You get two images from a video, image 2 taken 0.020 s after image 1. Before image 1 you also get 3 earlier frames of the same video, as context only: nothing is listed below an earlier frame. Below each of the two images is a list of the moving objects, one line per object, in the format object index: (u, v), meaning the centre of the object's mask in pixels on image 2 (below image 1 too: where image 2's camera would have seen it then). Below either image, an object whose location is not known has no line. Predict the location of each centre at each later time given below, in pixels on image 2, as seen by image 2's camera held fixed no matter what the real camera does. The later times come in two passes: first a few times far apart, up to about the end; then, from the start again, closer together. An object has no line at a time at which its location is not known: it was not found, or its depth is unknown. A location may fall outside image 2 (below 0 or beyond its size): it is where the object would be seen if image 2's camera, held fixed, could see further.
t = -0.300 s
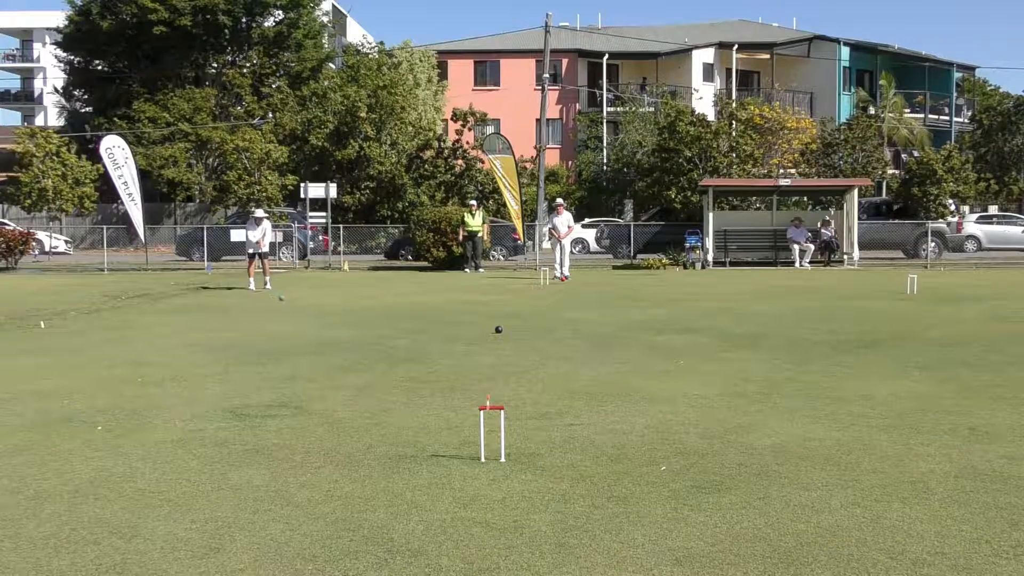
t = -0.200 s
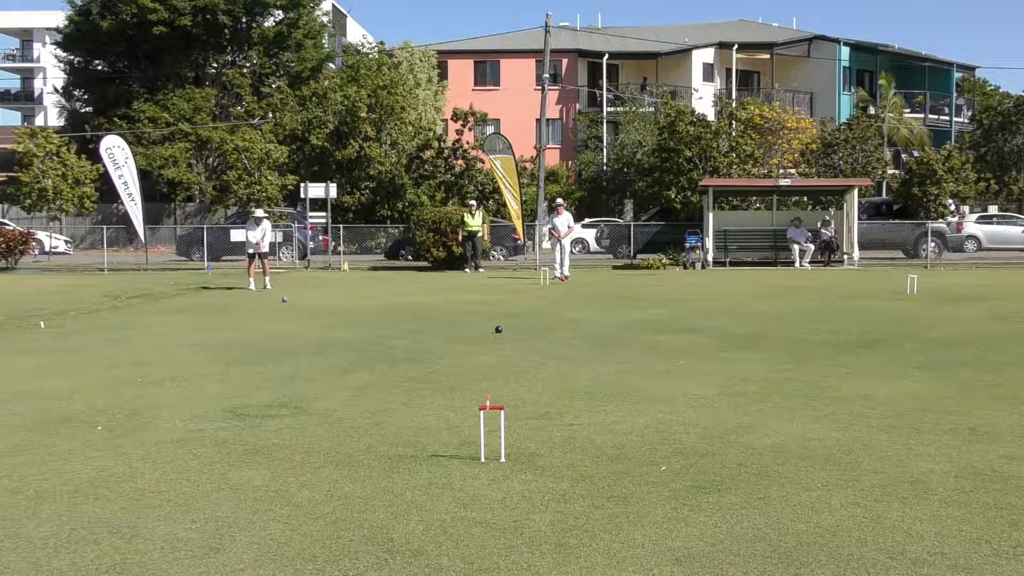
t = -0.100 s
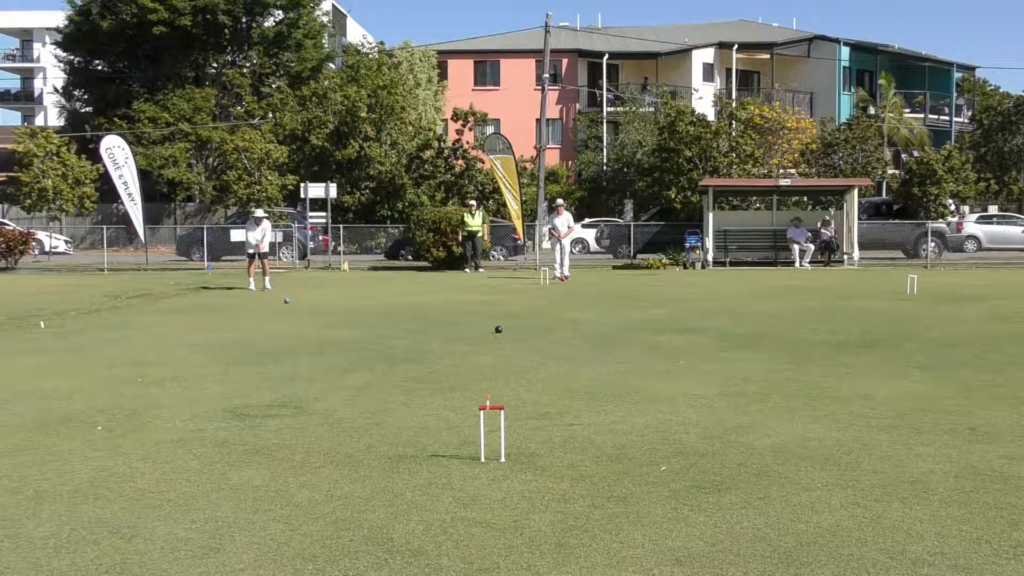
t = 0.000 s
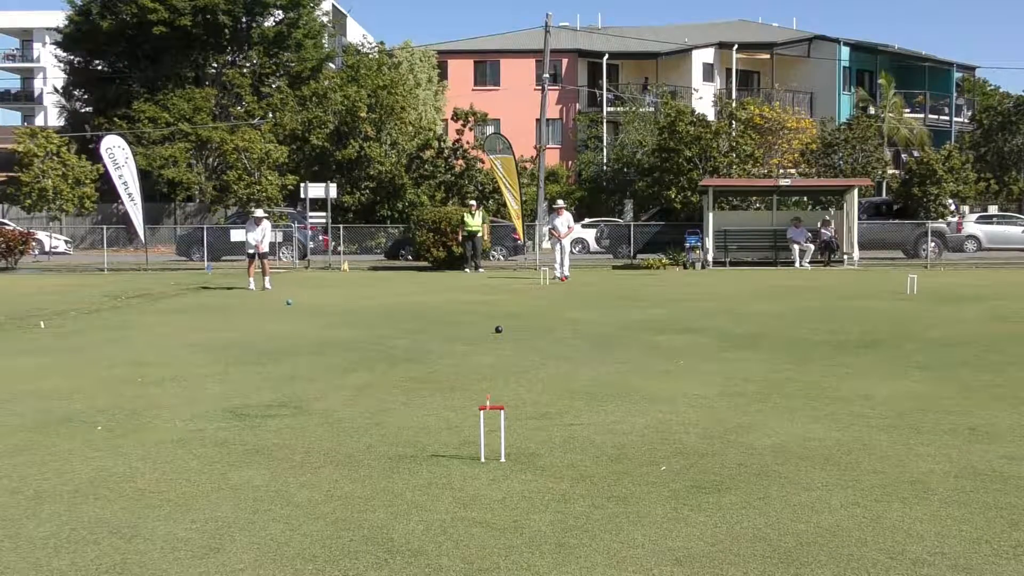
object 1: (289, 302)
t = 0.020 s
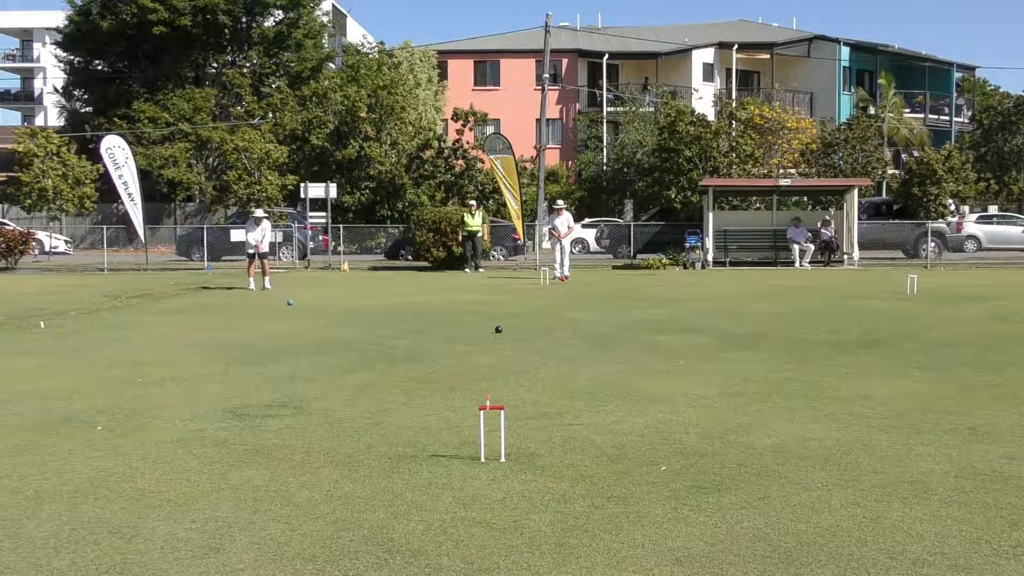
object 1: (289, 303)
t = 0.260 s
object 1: (296, 306)
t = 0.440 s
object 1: (300, 309)
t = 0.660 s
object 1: (304, 312)
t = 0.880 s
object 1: (308, 316)
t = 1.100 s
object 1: (313, 319)
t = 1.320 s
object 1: (318, 324)
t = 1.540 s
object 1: (322, 327)
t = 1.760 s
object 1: (327, 332)
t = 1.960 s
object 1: (331, 336)
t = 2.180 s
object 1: (336, 341)
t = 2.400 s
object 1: (342, 346)
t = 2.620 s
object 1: (347, 350)
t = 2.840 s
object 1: (353, 355)
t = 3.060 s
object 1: (357, 361)
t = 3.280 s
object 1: (361, 366)
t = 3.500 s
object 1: (363, 370)
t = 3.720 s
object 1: (367, 375)
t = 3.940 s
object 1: (371, 381)
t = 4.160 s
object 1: (376, 385)
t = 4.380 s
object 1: (380, 389)
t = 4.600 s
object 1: (383, 393)
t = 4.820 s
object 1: (386, 399)
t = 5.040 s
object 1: (389, 402)
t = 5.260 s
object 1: (390, 406)
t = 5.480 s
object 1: (391, 409)
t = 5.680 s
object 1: (391, 412)
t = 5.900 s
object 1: (391, 415)
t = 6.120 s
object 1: (391, 417)
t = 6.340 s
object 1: (391, 419)
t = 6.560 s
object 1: (391, 421)
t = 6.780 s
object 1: (390, 422)
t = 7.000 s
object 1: (390, 422)
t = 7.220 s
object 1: (389, 423)
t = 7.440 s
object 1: (389, 423)
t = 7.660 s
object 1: (389, 422)
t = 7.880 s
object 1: (389, 422)
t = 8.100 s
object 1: (389, 423)
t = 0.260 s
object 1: (296, 306)
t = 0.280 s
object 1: (297, 306)
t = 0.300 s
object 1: (297, 306)
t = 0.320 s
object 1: (297, 307)
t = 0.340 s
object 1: (298, 307)
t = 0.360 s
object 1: (298, 307)
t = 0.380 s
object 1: (298, 307)
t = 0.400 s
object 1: (299, 308)
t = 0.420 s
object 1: (299, 308)
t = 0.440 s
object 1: (300, 309)
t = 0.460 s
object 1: (300, 309)
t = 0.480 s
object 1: (300, 309)
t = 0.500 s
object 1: (301, 310)
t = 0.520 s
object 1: (301, 310)
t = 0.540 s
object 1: (302, 310)
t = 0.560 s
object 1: (302, 311)
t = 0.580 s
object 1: (302, 311)
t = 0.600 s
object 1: (303, 311)
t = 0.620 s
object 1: (303, 312)
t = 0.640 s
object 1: (304, 312)
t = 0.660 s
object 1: (304, 312)
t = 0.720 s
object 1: (305, 313)
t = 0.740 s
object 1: (306, 313)
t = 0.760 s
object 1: (306, 314)
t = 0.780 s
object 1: (307, 314)
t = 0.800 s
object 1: (307, 315)
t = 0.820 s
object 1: (307, 315)
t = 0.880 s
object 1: (308, 316)
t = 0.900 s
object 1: (309, 316)
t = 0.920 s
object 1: (309, 316)
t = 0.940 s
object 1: (309, 317)
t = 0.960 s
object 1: (310, 317)
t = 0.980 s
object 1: (311, 317)
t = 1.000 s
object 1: (311, 318)
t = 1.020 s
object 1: (311, 318)
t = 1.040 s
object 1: (311, 318)
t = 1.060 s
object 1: (312, 319)
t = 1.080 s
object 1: (312, 319)
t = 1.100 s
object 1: (313, 319)
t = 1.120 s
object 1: (313, 320)
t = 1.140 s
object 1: (313, 320)
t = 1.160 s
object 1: (314, 320)
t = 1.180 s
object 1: (314, 320)
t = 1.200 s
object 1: (315, 321)
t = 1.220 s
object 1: (315, 321)
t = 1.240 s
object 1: (316, 322)
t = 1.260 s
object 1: (316, 322)
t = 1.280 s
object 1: (317, 323)
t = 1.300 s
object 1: (318, 323)
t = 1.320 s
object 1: (318, 324)
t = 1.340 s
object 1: (318, 324)
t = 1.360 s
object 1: (319, 324)
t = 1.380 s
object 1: (319, 324)
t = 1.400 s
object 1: (320, 325)
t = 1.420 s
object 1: (320, 325)
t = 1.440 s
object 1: (320, 325)
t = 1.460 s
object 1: (321, 326)
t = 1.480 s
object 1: (321, 326)
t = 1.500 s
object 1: (322, 327)
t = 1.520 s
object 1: (322, 327)
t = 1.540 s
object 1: (322, 327)
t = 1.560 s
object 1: (323, 328)
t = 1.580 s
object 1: (323, 328)
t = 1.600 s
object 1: (324, 329)
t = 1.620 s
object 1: (324, 329)
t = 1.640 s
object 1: (325, 329)
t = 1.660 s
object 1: (325, 330)
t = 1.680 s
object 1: (326, 330)
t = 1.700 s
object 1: (326, 330)
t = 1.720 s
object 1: (326, 331)
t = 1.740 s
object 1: (327, 332)
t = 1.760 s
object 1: (327, 332)
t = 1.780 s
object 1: (328, 333)
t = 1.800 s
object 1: (328, 333)
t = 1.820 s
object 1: (329, 334)
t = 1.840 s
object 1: (330, 334)
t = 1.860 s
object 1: (330, 334)
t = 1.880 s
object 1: (330, 334)
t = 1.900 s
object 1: (330, 335)
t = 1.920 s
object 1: (330, 335)
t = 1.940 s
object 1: (331, 336)
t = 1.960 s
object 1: (331, 336)
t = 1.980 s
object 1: (332, 336)
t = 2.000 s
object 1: (332, 337)
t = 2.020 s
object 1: (333, 337)
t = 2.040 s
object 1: (333, 338)
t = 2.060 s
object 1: (333, 338)
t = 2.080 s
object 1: (334, 338)
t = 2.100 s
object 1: (335, 339)
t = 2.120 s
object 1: (335, 339)
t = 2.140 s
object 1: (335, 340)
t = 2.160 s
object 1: (336, 340)
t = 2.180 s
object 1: (336, 341)
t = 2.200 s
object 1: (337, 341)
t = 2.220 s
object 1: (337, 342)
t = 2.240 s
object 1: (337, 342)
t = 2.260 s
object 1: (338, 342)
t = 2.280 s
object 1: (339, 343)
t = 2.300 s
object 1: (339, 343)
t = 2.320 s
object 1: (340, 345)
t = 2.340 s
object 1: (341, 345)
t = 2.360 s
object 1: (341, 345)
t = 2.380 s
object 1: (341, 345)
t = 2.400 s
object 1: (342, 346)
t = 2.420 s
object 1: (342, 346)
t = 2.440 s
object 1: (342, 346)
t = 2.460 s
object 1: (343, 347)
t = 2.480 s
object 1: (344, 347)
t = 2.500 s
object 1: (344, 348)
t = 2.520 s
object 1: (344, 348)
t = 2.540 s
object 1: (345, 349)
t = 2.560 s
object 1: (345, 349)
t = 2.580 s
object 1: (346, 349)
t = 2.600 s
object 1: (346, 350)
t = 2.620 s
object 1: (347, 350)
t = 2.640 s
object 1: (347, 350)
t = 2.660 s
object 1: (348, 351)
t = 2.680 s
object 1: (348, 351)
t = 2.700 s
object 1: (349, 352)
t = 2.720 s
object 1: (350, 352)
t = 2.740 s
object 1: (350, 353)
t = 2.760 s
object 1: (351, 353)
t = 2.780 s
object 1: (352, 354)
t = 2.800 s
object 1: (352, 355)
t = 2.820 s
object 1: (353, 355)
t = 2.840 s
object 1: (353, 355)
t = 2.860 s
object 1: (353, 355)
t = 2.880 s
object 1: (353, 356)
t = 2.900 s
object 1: (354, 357)
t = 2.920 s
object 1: (354, 357)
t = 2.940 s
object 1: (355, 358)
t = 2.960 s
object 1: (355, 358)
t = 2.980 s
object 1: (356, 358)
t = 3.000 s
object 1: (356, 359)
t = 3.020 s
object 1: (356, 359)
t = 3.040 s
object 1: (357, 360)
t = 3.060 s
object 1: (357, 361)
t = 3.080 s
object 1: (357, 361)
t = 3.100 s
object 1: (358, 361)
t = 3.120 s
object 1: (358, 362)
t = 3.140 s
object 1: (358, 362)
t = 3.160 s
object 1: (359, 363)
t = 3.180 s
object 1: (359, 363)
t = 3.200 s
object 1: (359, 363)
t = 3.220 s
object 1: (360, 364)
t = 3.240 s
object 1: (360, 364)
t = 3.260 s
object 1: (360, 365)
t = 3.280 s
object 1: (361, 366)
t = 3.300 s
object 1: (361, 366)
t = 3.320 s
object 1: (361, 367)
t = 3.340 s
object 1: (361, 367)
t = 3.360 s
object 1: (361, 367)
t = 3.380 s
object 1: (362, 368)
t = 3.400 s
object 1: (362, 368)
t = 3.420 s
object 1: (362, 369)
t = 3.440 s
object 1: (363, 369)
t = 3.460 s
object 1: (363, 370)
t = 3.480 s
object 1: (363, 370)
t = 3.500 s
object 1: (363, 370)
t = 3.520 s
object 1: (364, 371)
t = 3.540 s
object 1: (364, 371)
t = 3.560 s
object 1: (364, 372)
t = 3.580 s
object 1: (364, 372)
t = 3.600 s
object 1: (365, 373)
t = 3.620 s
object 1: (365, 373)
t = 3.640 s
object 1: (365, 374)
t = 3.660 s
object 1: (366, 374)
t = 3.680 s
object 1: (366, 374)
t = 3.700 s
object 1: (366, 375)
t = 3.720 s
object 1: (367, 375)
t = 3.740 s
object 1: (367, 376)
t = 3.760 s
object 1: (368, 376)
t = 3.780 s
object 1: (368, 378)
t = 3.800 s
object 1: (369, 378)
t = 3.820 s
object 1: (369, 378)
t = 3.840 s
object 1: (369, 379)
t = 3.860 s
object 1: (369, 379)
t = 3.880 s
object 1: (370, 379)
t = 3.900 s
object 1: (370, 379)
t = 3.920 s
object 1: (371, 380)
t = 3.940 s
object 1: (371, 381)
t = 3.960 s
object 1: (371, 381)
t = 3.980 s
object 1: (371, 381)
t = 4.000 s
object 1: (372, 382)
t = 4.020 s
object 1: (372, 382)
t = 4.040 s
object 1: (373, 383)
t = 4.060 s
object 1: (373, 383)
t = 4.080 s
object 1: (374, 383)
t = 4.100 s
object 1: (374, 384)
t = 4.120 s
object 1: (375, 384)
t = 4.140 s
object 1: (375, 385)
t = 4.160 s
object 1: (376, 385)
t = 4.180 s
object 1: (376, 386)
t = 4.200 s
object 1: (376, 386)
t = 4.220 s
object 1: (377, 387)
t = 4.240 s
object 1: (377, 387)
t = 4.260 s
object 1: (378, 387)
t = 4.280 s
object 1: (379, 388)
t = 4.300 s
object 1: (379, 388)
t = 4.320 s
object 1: (379, 388)
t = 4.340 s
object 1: (379, 389)
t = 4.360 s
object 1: (379, 389)
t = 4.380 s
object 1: (380, 389)
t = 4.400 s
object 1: (380, 390)
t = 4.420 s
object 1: (380, 390)
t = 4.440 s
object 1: (381, 390)
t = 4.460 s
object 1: (381, 391)
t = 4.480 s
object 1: (381, 391)
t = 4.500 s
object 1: (382, 392)
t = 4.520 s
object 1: (382, 392)
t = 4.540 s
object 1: (382, 392)
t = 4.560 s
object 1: (383, 393)
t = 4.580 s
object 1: (383, 393)
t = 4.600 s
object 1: (383, 393)
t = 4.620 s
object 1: (383, 394)
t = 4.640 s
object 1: (384, 394)
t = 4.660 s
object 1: (384, 395)
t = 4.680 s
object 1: (384, 395)
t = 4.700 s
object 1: (385, 396)
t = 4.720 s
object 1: (385, 396)
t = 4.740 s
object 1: (385, 397)
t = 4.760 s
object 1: (385, 397)
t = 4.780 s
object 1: (386, 398)
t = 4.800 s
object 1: (386, 398)
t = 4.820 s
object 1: (386, 399)
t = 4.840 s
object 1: (386, 399)
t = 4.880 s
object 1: (387, 399)
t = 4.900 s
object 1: (387, 400)
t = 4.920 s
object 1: (388, 400)
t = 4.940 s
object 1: (388, 400)
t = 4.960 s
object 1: (388, 401)
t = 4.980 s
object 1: (388, 401)
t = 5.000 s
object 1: (389, 402)
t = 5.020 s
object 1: (389, 402)
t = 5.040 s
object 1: (389, 402)
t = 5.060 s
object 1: (389, 403)
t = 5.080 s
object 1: (389, 403)
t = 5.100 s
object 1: (389, 403)
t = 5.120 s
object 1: (390, 404)
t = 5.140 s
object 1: (390, 404)
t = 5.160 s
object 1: (390, 404)
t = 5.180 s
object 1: (390, 405)
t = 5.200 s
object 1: (390, 405)
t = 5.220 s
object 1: (390, 405)
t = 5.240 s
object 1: (390, 406)
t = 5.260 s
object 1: (390, 406)
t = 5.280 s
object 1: (390, 406)
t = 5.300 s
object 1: (390, 407)
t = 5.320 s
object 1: (390, 407)
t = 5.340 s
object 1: (390, 407)
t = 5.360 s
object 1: (391, 407)
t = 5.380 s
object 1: (391, 408)
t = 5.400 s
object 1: (391, 408)
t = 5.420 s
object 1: (391, 408)
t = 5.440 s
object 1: (391, 409)
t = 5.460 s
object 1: (391, 409)
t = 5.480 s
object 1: (391, 409)
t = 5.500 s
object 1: (391, 410)
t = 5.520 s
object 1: (391, 410)
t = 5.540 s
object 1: (391, 410)
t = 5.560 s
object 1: (391, 410)
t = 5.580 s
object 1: (391, 411)
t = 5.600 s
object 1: (391, 411)
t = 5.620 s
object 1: (391, 411)
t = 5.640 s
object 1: (391, 411)
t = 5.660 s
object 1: (391, 411)
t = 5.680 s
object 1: (391, 412)
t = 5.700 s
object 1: (391, 412)
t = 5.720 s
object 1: (391, 412)
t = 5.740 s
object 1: (391, 412)
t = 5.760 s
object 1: (391, 412)
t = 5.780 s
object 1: (391, 413)
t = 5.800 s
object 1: (391, 413)
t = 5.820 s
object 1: (391, 413)
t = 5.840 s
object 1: (391, 415)
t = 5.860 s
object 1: (391, 415)
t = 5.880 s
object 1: (391, 415)
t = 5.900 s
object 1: (391, 415)
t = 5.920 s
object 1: (391, 415)
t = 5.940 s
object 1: (391, 416)
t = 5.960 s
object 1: (391, 416)
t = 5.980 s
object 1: (391, 416)
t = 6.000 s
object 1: (391, 416)
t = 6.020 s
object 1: (391, 416)
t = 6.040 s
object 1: (391, 417)
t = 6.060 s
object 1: (391, 417)
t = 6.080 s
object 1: (391, 417)
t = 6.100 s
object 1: (391, 417)
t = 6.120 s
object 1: (391, 417)
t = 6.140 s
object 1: (391, 418)
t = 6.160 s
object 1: (391, 418)
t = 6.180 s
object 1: (391, 418)
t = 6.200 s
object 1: (391, 418)
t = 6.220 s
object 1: (391, 418)
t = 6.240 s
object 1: (391, 419)
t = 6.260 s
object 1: (391, 419)
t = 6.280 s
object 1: (391, 419)
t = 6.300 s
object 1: (391, 419)
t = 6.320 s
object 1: (391, 419)
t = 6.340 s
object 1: (391, 419)
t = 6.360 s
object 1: (391, 419)
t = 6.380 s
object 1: (391, 420)
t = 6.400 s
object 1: (391, 420)
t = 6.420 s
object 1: (391, 420)
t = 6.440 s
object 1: (391, 420)
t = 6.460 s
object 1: (391, 420)
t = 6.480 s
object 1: (391, 420)
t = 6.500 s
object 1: (391, 421)
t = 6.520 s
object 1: (391, 421)
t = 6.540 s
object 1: (391, 421)
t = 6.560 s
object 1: (391, 421)
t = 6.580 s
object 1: (390, 421)
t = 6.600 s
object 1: (390, 421)
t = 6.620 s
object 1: (390, 421)
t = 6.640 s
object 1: (390, 421)
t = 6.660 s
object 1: (390, 421)
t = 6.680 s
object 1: (390, 421)
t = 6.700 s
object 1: (390, 421)
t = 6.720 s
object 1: (390, 422)
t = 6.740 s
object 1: (390, 422)
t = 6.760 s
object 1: (390, 422)
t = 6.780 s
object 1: (390, 422)
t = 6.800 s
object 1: (390, 422)
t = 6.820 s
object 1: (390, 422)
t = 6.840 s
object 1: (390, 422)
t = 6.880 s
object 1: (390, 422)
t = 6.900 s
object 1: (390, 422)
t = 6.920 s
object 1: (390, 422)
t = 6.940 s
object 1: (390, 422)
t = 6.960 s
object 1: (390, 422)
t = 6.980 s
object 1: (390, 422)
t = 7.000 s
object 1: (390, 422)
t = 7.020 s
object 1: (390, 422)
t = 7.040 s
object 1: (390, 422)
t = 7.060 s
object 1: (389, 422)
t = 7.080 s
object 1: (389, 422)
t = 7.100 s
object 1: (389, 422)
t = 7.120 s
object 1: (389, 422)
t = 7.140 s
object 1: (389, 422)
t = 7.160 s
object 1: (389, 422)
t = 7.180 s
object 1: (389, 423)
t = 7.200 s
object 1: (389, 423)
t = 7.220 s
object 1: (389, 423)
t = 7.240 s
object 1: (389, 423)
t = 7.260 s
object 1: (389, 423)
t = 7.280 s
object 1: (389, 423)
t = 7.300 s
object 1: (389, 423)
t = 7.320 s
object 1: (389, 423)
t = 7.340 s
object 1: (389, 423)
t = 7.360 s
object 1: (389, 423)
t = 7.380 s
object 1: (389, 422)
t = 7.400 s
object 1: (389, 422)
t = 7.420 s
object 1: (389, 422)
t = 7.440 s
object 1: (389, 423)
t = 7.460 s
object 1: (389, 422)
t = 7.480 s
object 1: (389, 422)
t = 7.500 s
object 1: (389, 422)
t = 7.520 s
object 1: (389, 422)
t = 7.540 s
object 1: (389, 422)
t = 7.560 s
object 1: (389, 422)
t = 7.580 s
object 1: (389, 422)
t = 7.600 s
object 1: (389, 422)
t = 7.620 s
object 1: (389, 422)
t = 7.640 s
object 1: (389, 422)
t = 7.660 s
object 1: (389, 422)
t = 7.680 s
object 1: (389, 422)
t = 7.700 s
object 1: (389, 422)
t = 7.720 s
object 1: (389, 422)
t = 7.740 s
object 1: (389, 422)
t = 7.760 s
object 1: (389, 422)
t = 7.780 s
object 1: (389, 422)
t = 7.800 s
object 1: (389, 422)
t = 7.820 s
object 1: (389, 422)
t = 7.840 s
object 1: (389, 422)
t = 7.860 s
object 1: (389, 422)
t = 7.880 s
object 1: (389, 422)
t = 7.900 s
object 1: (389, 422)
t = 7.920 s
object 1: (389, 422)
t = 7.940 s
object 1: (389, 422)
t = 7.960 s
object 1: (389, 422)
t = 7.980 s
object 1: (389, 422)
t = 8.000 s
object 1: (389, 422)
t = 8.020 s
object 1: (389, 422)
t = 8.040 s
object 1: (389, 422)
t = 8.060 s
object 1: (389, 423)
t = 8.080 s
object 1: (389, 423)
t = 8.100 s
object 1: (389, 423)
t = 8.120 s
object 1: (389, 422)
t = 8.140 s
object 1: (389, 422)
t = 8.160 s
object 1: (389, 423)
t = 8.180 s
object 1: (389, 423)
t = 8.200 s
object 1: (389, 423)
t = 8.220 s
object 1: (389, 423)
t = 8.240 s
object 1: (389, 422)
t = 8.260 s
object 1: (389, 422)
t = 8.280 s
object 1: (389, 422)
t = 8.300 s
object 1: (390, 422)
